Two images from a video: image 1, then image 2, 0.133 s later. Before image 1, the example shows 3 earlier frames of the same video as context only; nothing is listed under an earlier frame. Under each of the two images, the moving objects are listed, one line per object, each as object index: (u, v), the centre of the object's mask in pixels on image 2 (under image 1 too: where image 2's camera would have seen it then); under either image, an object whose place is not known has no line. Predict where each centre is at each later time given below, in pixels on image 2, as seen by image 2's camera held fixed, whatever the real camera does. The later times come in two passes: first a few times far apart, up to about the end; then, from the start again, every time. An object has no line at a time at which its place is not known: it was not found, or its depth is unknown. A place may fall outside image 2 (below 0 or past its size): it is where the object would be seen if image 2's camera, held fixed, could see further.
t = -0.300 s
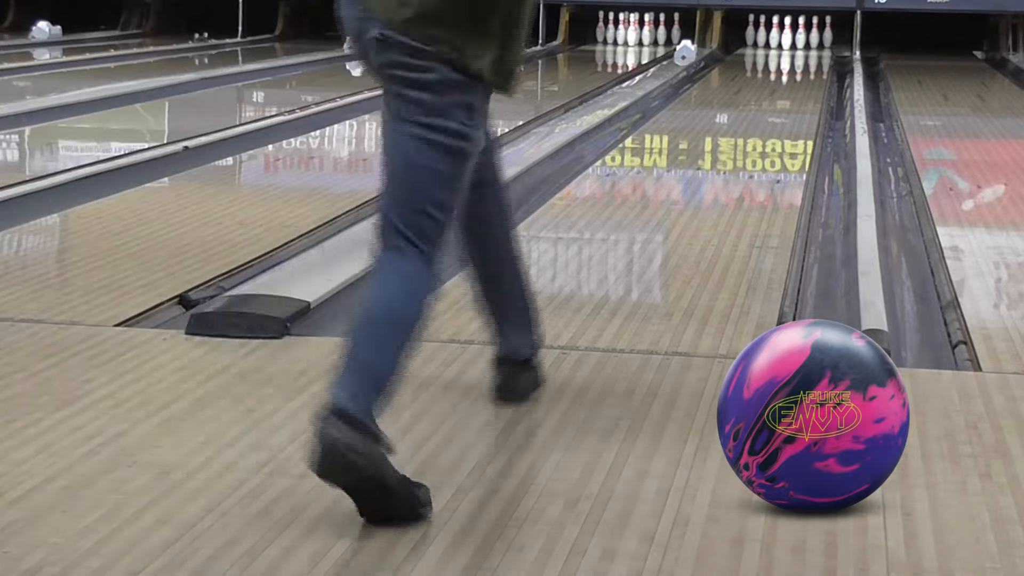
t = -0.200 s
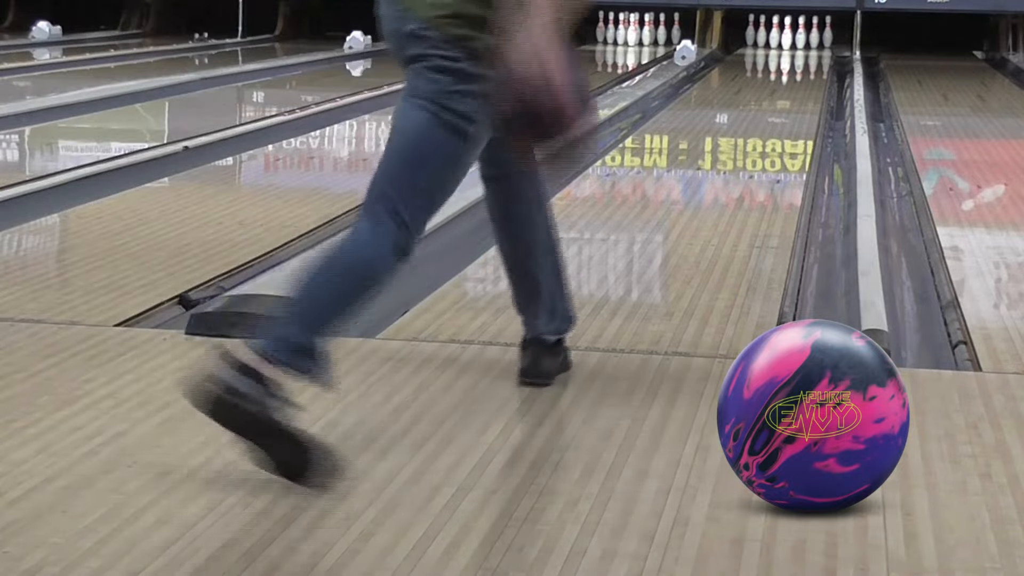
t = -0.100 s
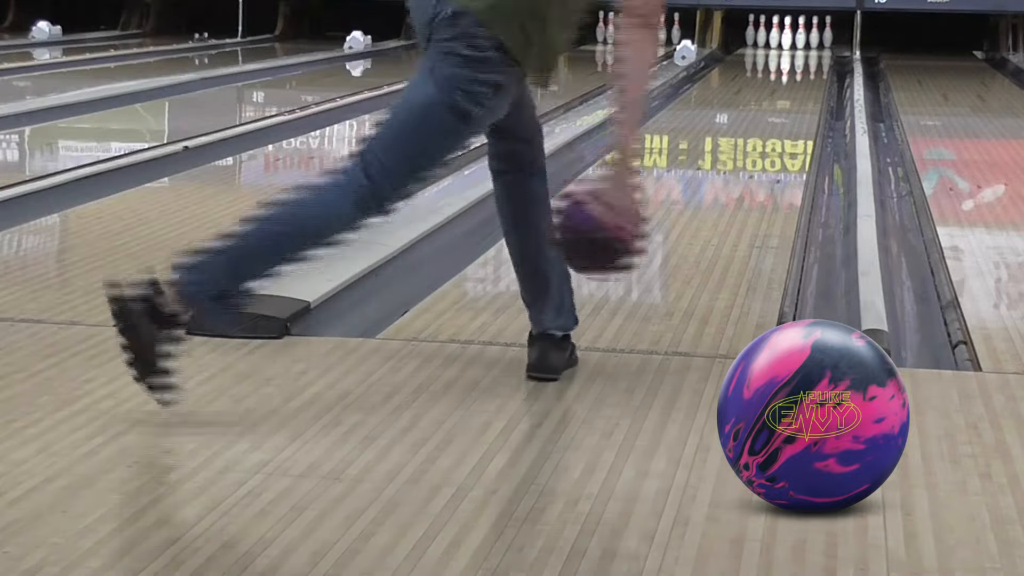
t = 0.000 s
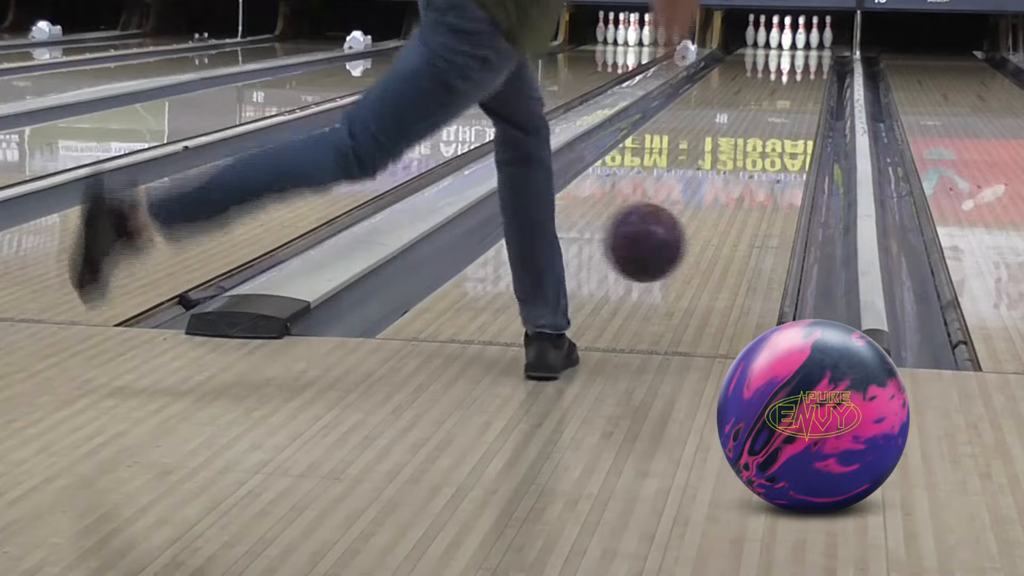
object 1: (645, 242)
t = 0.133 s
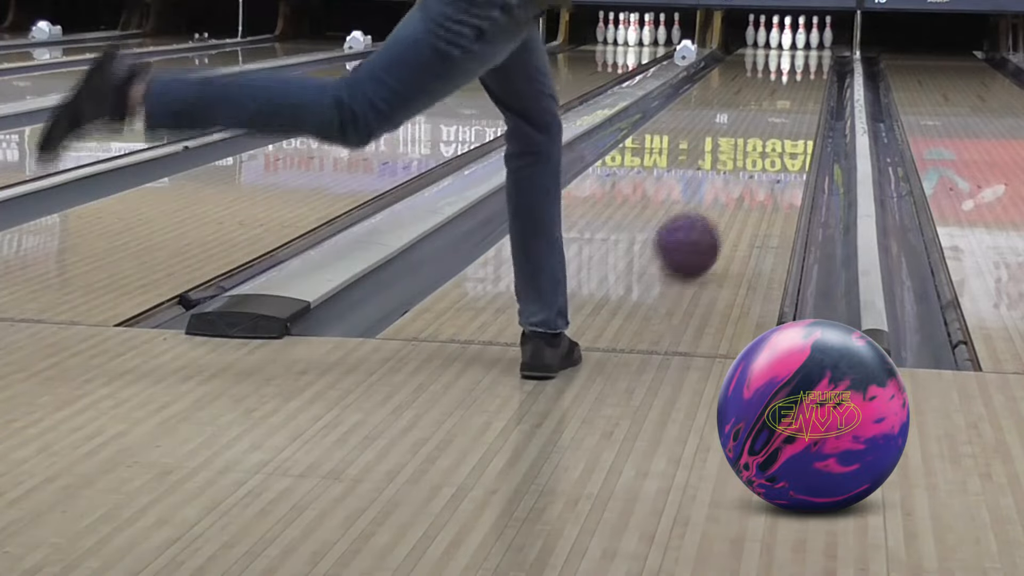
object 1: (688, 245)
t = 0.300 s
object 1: (724, 195)
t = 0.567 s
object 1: (760, 143)
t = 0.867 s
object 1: (784, 109)
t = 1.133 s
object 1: (796, 88)
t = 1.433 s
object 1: (803, 70)
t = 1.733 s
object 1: (805, 58)
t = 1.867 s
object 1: (803, 52)
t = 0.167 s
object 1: (695, 235)
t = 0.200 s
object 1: (703, 223)
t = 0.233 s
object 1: (711, 213)
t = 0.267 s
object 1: (717, 203)
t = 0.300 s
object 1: (724, 195)
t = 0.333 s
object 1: (729, 188)
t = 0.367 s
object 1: (735, 180)
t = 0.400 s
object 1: (739, 173)
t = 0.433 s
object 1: (744, 166)
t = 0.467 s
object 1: (749, 160)
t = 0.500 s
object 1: (753, 154)
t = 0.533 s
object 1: (757, 148)
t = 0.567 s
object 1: (760, 143)
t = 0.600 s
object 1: (764, 139)
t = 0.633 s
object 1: (766, 135)
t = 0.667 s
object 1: (769, 130)
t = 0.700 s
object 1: (772, 126)
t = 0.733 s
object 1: (774, 123)
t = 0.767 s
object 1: (777, 119)
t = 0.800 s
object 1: (779, 115)
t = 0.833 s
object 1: (782, 111)
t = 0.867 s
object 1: (784, 109)
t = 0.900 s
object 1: (785, 106)
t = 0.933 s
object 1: (787, 102)
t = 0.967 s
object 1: (789, 100)
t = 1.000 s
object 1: (791, 97)
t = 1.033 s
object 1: (792, 95)
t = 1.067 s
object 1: (793, 92)
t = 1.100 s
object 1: (795, 90)
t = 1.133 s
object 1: (796, 88)
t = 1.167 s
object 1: (797, 85)
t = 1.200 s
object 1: (798, 82)
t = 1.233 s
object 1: (799, 81)
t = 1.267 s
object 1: (800, 79)
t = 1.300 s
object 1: (801, 77)
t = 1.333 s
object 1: (802, 75)
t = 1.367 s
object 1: (803, 73)
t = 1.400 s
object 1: (804, 72)
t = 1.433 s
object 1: (803, 70)
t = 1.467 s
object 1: (804, 68)
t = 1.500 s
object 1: (804, 67)
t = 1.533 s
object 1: (805, 65)
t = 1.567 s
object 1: (806, 64)
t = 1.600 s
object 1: (806, 63)
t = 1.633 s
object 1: (806, 61)
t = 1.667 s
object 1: (806, 60)
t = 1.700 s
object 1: (806, 60)
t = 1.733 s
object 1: (805, 58)
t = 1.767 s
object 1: (806, 58)
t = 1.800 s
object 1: (806, 57)
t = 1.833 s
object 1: (804, 54)
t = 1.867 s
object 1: (803, 52)
